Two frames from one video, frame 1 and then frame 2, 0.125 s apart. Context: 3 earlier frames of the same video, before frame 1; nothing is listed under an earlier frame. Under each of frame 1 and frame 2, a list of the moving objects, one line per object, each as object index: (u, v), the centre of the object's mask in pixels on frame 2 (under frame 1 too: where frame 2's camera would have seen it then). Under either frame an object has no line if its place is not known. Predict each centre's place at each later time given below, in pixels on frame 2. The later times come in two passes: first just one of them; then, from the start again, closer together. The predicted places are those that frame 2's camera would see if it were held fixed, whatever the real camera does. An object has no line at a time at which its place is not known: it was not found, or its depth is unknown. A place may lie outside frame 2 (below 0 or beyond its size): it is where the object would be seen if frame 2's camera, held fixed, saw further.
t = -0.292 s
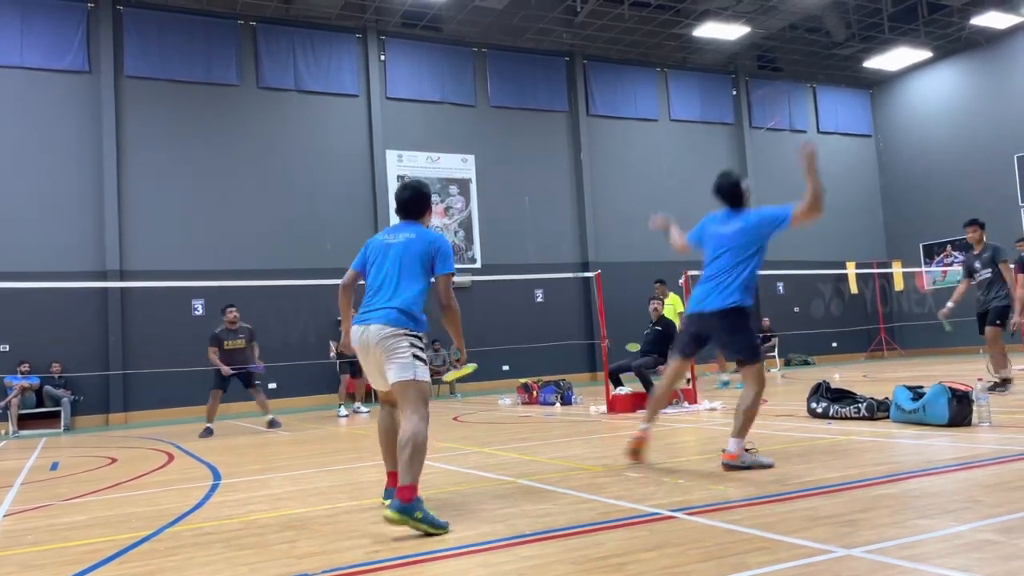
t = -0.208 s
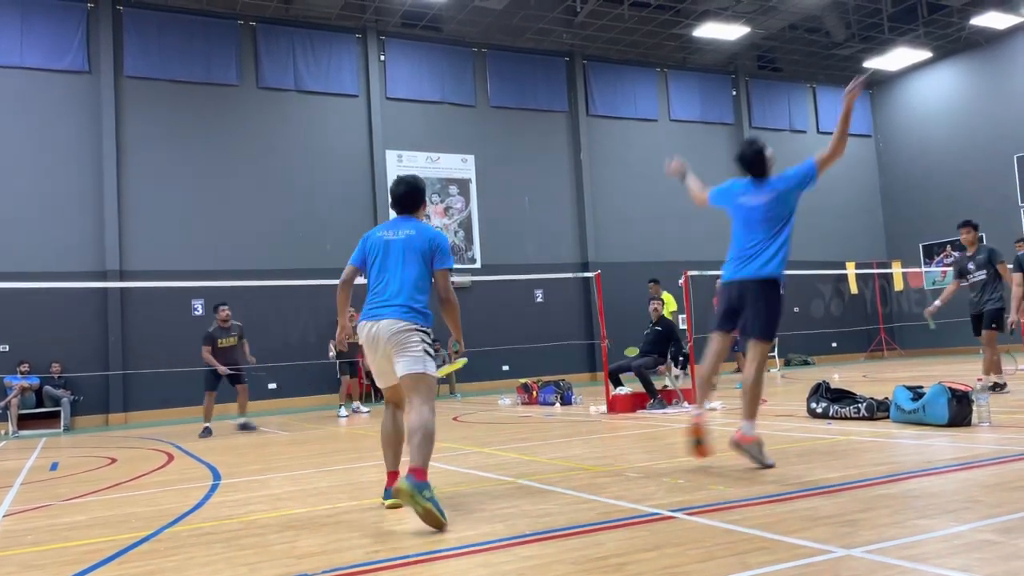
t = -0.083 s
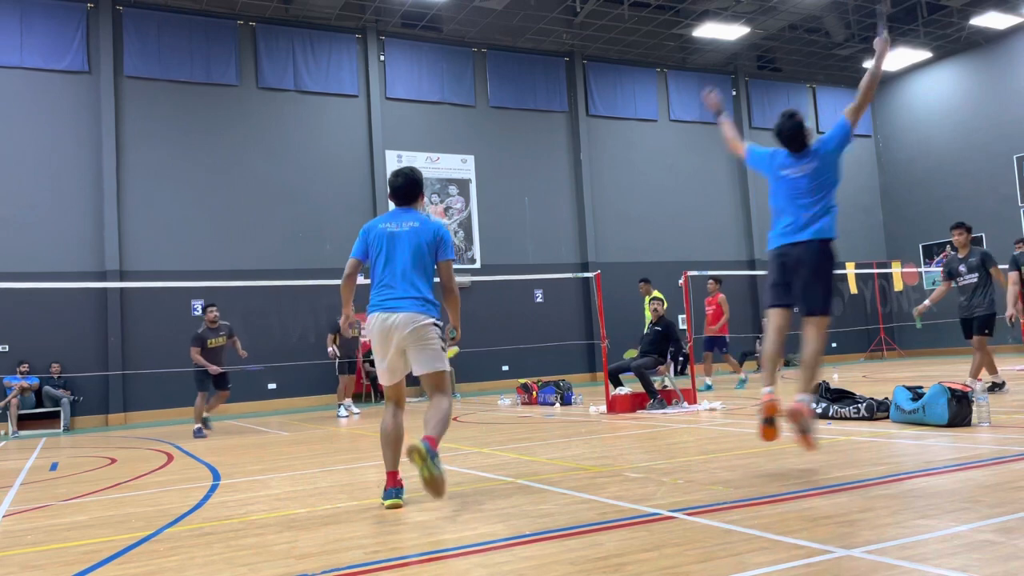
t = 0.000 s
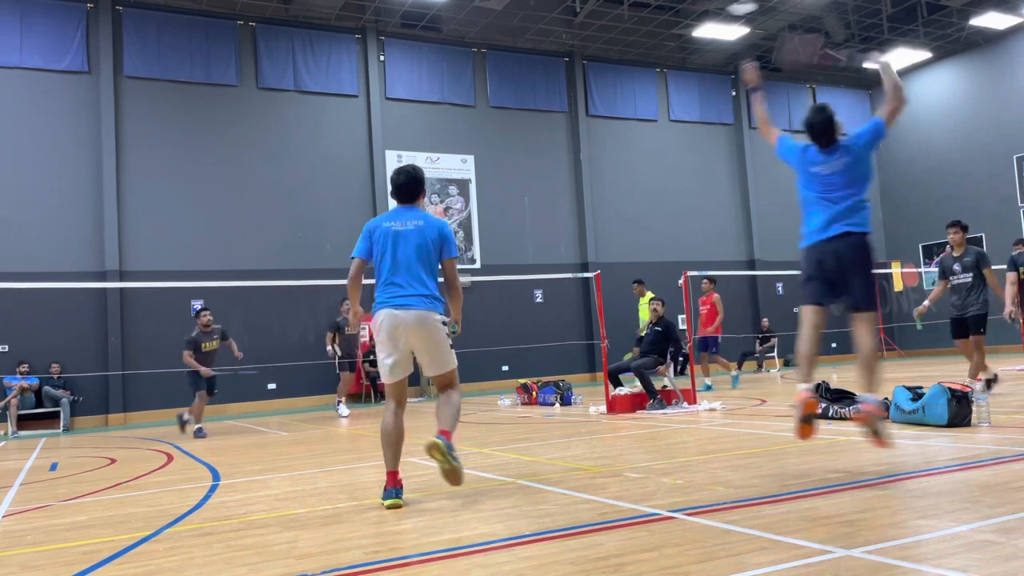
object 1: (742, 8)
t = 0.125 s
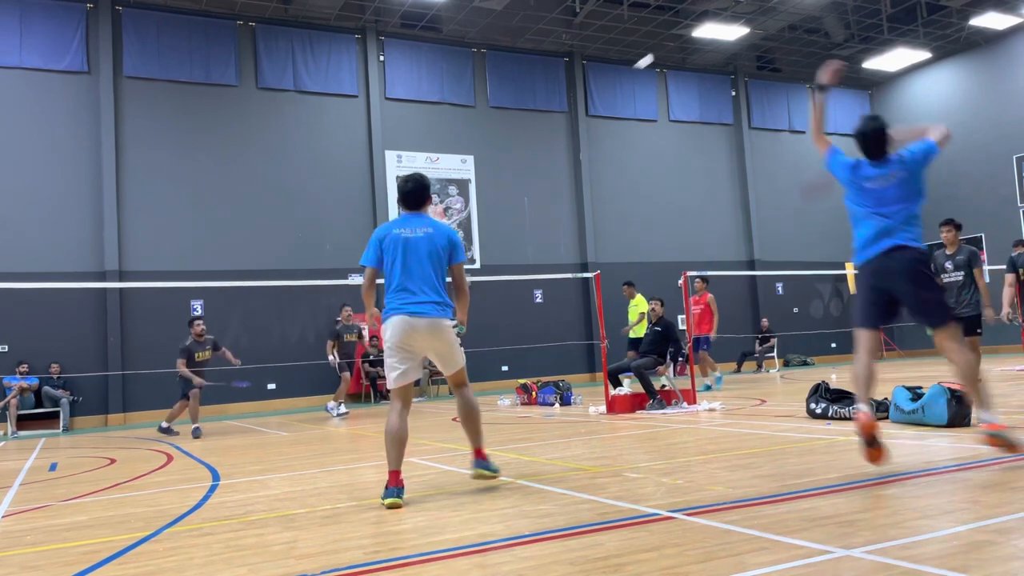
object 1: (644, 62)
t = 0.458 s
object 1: (539, 183)
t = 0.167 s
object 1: (622, 77)
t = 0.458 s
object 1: (539, 183)
